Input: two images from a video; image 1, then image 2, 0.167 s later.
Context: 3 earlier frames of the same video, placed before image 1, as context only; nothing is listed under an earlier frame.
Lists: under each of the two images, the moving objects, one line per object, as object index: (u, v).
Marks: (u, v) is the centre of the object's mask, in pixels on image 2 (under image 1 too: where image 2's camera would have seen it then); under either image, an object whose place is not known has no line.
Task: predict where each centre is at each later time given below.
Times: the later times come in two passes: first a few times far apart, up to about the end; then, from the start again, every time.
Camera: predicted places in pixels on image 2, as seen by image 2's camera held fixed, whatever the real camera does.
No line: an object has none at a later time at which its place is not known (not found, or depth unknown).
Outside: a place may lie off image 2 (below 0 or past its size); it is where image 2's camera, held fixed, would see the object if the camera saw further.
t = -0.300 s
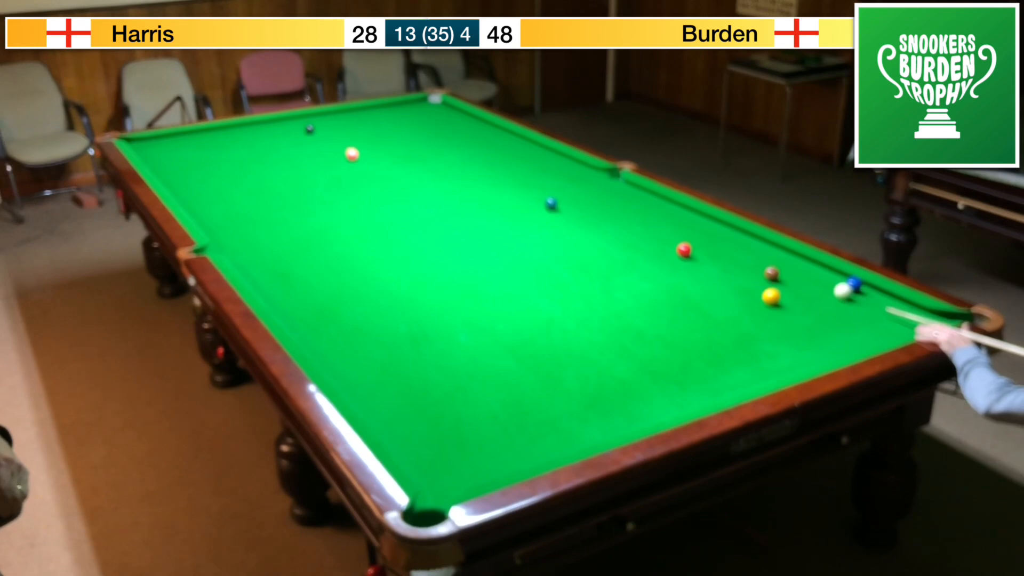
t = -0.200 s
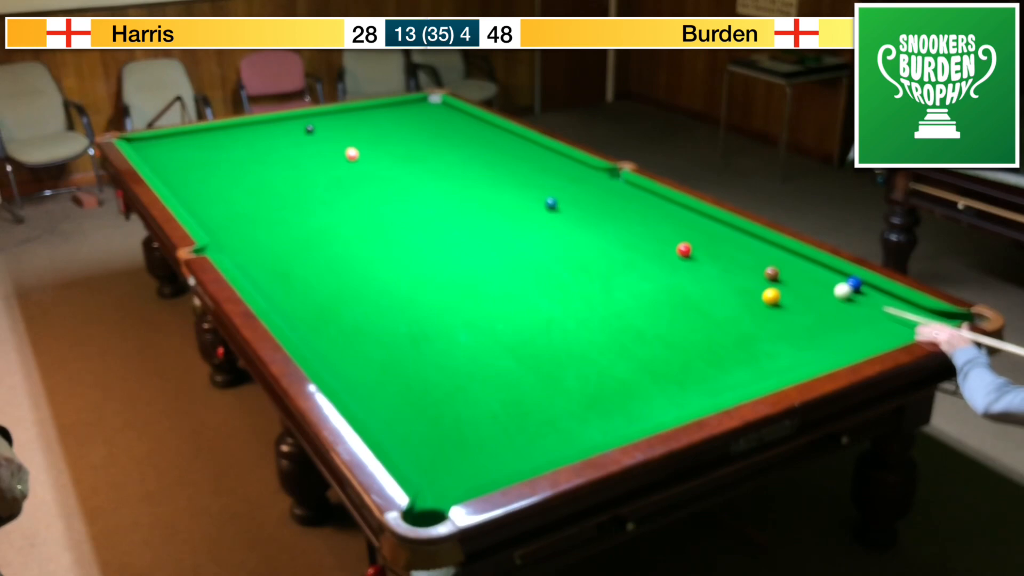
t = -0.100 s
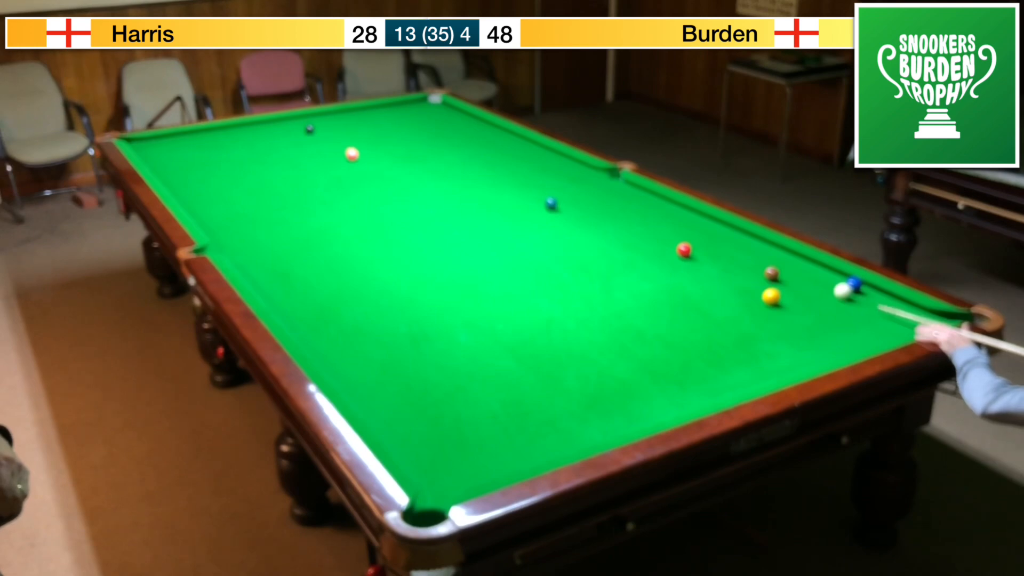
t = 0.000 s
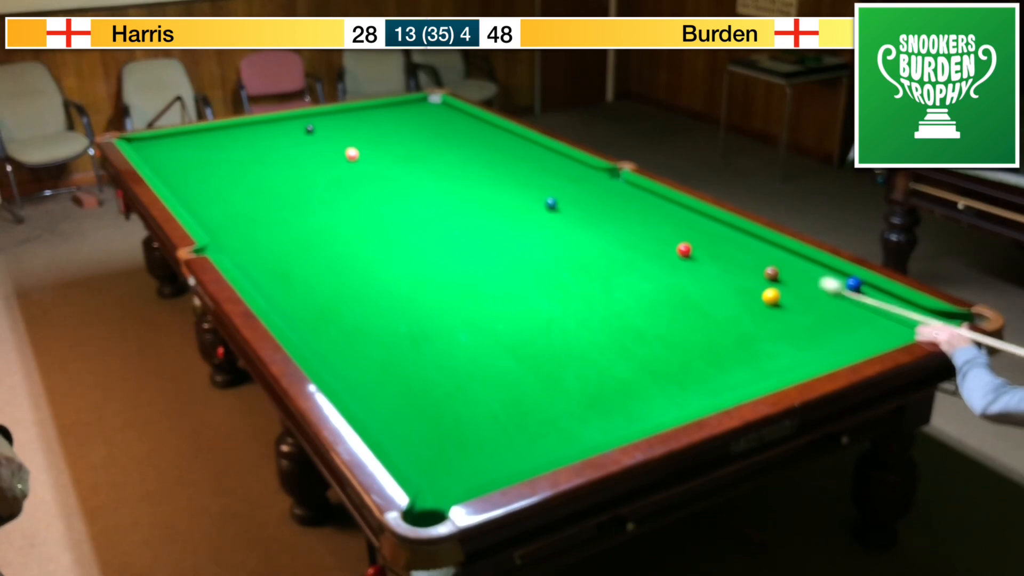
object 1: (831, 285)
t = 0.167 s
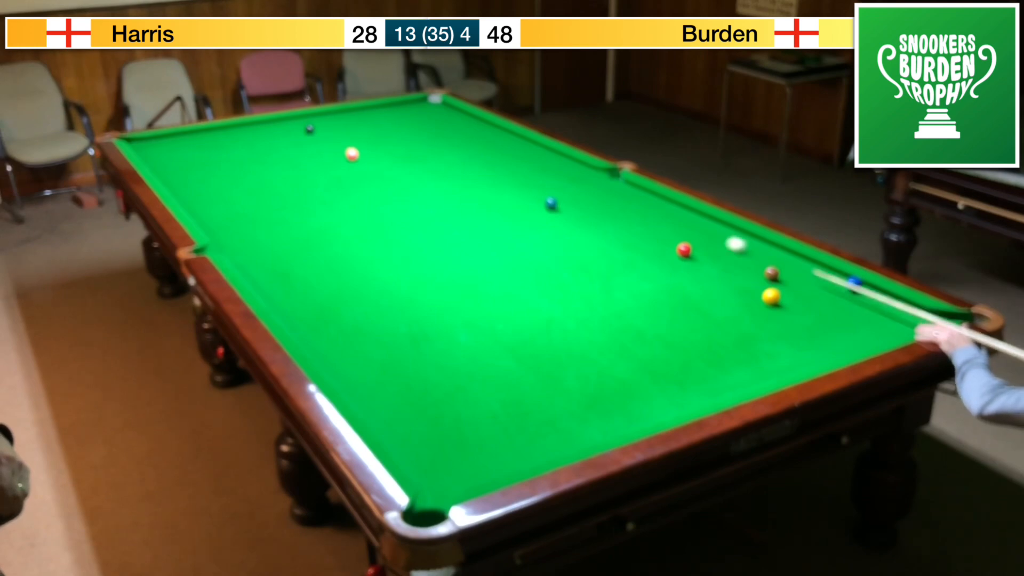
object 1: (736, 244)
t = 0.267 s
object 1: (693, 226)
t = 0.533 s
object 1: (610, 190)
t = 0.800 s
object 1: (546, 163)
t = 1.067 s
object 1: (493, 141)
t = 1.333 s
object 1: (448, 121)
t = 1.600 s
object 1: (410, 105)
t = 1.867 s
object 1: (416, 110)
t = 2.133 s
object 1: (435, 121)
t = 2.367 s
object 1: (452, 131)
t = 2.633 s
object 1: (472, 143)
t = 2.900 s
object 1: (493, 156)
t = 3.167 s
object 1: (515, 170)
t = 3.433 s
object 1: (538, 184)
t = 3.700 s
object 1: (563, 198)
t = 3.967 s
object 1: (587, 214)
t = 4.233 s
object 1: (613, 230)
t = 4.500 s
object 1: (640, 247)
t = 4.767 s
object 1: (668, 265)
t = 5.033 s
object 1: (697, 283)
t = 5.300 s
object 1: (727, 302)
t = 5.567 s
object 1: (757, 322)
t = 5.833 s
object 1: (787, 342)
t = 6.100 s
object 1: (813, 358)
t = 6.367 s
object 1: (790, 349)
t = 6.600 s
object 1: (773, 342)
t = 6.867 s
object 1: (755, 334)
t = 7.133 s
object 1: (741, 328)
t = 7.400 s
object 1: (729, 322)
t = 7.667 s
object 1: (720, 319)
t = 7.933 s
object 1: (713, 316)
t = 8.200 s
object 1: (709, 314)
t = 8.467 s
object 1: (707, 313)
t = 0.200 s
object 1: (721, 238)
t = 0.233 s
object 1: (706, 232)
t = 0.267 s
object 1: (693, 226)
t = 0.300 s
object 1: (680, 221)
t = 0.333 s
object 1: (668, 216)
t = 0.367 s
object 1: (657, 211)
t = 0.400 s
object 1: (647, 207)
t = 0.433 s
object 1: (637, 202)
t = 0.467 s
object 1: (628, 198)
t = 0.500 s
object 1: (619, 194)
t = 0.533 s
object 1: (610, 190)
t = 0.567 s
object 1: (601, 187)
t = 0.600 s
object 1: (592, 183)
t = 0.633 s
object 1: (584, 180)
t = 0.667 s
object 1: (576, 176)
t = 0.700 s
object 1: (568, 173)
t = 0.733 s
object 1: (561, 170)
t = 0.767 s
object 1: (553, 167)
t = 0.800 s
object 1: (546, 163)
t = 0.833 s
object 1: (539, 160)
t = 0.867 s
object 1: (532, 157)
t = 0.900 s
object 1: (525, 155)
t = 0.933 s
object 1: (518, 152)
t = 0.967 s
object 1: (512, 149)
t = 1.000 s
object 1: (505, 146)
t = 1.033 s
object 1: (499, 143)
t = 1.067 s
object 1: (493, 141)
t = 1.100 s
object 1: (487, 138)
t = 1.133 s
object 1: (481, 136)
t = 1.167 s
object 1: (475, 133)
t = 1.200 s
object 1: (470, 131)
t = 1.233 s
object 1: (464, 128)
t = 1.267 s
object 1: (459, 126)
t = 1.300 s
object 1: (453, 124)
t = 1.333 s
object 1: (448, 121)
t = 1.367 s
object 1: (443, 119)
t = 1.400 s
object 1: (438, 117)
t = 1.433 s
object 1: (433, 115)
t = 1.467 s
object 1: (428, 113)
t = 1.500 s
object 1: (423, 111)
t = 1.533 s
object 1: (419, 109)
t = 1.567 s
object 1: (414, 107)
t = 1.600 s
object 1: (410, 105)
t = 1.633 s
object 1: (405, 103)
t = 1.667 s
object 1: (401, 101)
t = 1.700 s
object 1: (403, 102)
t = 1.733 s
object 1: (406, 104)
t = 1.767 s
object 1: (409, 105)
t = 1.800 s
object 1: (411, 107)
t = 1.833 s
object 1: (414, 108)
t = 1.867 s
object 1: (416, 110)
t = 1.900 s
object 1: (418, 111)
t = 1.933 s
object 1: (421, 113)
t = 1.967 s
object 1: (423, 114)
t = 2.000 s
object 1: (425, 115)
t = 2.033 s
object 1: (428, 117)
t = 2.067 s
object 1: (430, 118)
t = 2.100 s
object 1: (433, 119)
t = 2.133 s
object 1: (435, 121)
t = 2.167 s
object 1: (437, 122)
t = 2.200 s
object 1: (440, 124)
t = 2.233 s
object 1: (442, 125)
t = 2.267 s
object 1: (444, 127)
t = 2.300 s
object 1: (447, 128)
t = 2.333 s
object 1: (449, 130)
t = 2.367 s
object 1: (452, 131)
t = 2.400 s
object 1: (455, 133)
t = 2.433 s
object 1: (457, 134)
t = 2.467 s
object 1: (459, 136)
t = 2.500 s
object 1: (462, 137)
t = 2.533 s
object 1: (464, 139)
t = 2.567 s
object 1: (467, 140)
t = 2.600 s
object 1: (470, 142)
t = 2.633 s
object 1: (472, 143)
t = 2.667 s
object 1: (475, 145)
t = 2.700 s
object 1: (477, 147)
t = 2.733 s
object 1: (480, 148)
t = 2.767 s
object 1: (483, 150)
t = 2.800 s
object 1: (485, 151)
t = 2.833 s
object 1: (488, 153)
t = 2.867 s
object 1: (491, 155)
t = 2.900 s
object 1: (493, 156)
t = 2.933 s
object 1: (496, 158)
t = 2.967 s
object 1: (499, 160)
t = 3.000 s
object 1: (502, 161)
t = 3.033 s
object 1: (504, 163)
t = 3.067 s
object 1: (507, 165)
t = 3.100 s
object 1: (510, 166)
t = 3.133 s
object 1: (513, 168)
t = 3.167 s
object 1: (515, 170)
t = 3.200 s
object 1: (518, 172)
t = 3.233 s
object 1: (521, 173)
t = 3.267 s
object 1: (524, 175)
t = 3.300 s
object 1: (527, 177)
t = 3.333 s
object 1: (530, 179)
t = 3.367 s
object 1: (533, 180)
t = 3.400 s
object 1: (536, 182)
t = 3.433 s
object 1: (538, 184)
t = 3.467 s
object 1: (541, 186)
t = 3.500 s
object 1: (544, 187)
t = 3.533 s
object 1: (547, 189)
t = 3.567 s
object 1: (550, 191)
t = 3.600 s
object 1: (553, 193)
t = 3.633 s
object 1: (556, 194)
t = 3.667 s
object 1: (559, 196)
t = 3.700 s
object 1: (563, 198)
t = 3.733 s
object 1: (565, 200)
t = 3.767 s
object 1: (569, 202)
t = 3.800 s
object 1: (572, 204)
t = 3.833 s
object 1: (575, 206)
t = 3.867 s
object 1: (578, 208)
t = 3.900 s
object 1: (581, 210)
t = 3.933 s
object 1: (584, 212)
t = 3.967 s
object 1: (587, 214)
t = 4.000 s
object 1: (591, 216)
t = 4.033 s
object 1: (594, 218)
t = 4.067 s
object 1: (597, 220)
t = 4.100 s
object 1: (600, 222)
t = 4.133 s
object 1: (603, 224)
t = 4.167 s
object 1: (607, 226)
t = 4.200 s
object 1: (610, 228)
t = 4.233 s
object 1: (613, 230)
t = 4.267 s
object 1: (617, 232)
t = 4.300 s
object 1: (620, 234)
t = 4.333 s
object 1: (623, 237)
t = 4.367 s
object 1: (627, 239)
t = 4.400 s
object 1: (630, 241)
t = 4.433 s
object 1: (633, 243)
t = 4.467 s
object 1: (637, 245)
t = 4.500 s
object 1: (640, 247)
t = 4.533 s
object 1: (643, 249)
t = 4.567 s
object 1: (647, 251)
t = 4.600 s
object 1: (650, 253)
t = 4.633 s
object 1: (654, 256)
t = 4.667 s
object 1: (657, 258)
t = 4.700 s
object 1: (661, 260)
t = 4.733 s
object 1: (664, 262)
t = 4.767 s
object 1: (668, 265)
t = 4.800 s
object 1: (671, 267)
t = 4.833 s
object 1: (675, 269)
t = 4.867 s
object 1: (679, 271)
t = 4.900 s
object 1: (682, 273)
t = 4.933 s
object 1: (686, 276)
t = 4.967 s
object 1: (689, 278)
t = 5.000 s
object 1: (693, 281)
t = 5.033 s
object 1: (697, 283)
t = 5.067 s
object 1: (700, 285)
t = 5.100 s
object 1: (704, 288)
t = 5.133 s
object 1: (708, 290)
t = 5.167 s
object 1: (712, 292)
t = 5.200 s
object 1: (715, 295)
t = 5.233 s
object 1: (719, 297)
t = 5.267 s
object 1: (723, 300)
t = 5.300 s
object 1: (727, 302)
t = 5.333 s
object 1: (730, 305)
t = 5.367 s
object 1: (734, 307)
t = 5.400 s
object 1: (738, 310)
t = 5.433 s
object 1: (741, 312)
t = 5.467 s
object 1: (745, 314)
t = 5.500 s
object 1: (749, 317)
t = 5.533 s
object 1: (753, 319)
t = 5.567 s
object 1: (757, 322)
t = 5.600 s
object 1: (761, 324)
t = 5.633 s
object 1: (764, 327)
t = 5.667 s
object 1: (768, 329)
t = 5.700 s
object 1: (772, 332)
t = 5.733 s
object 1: (776, 334)
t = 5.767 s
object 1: (780, 337)
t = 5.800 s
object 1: (783, 339)
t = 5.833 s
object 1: (787, 342)
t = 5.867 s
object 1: (792, 345)
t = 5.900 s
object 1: (795, 347)
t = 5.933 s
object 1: (799, 350)
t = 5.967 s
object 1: (803, 352)
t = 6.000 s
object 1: (807, 354)
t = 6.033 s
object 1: (810, 356)
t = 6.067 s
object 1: (814, 358)
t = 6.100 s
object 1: (813, 358)
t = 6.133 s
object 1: (810, 357)
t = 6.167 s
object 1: (807, 356)
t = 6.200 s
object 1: (804, 355)
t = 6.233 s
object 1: (801, 354)
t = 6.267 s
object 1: (798, 353)
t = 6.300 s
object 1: (796, 352)
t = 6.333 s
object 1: (793, 351)
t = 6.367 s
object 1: (790, 349)
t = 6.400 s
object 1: (788, 348)
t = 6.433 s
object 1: (785, 347)
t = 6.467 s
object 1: (782, 346)
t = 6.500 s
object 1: (780, 345)
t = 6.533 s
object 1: (778, 344)
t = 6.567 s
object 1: (775, 343)
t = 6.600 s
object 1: (773, 342)
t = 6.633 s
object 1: (770, 341)
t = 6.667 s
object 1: (768, 340)
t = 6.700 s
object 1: (766, 339)
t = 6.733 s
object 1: (764, 338)
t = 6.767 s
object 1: (762, 337)
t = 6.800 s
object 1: (760, 336)
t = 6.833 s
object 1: (757, 335)
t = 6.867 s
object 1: (755, 334)
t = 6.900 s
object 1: (753, 333)
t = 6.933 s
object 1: (751, 332)
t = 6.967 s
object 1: (750, 331)
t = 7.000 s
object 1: (748, 331)
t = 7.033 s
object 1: (746, 330)
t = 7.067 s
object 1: (744, 329)
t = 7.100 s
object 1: (743, 328)
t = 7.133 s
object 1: (741, 328)
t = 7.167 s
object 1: (739, 327)
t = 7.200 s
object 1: (738, 326)
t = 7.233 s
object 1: (736, 326)
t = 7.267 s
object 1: (735, 325)
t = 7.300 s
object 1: (733, 324)
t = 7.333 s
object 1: (732, 324)
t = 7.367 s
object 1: (730, 323)
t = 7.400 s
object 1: (729, 322)
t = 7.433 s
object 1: (728, 322)
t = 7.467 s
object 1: (727, 321)
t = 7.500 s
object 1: (725, 321)
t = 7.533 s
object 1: (724, 320)
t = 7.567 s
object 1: (723, 320)
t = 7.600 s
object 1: (722, 320)
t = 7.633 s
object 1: (721, 319)
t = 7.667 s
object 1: (720, 319)
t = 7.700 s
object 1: (719, 319)
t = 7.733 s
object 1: (718, 318)
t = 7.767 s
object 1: (717, 318)
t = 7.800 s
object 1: (716, 318)
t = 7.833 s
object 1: (715, 317)
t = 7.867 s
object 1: (714, 316)
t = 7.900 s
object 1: (714, 316)
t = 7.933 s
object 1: (713, 316)
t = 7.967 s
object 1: (713, 316)
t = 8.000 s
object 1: (712, 315)
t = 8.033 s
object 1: (711, 315)
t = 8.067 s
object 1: (711, 314)
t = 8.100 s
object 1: (710, 314)
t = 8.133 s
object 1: (710, 314)
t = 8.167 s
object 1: (709, 314)
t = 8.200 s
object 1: (709, 314)
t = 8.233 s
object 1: (708, 314)
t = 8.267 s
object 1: (708, 314)
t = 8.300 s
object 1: (708, 313)
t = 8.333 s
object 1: (708, 313)
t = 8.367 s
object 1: (708, 313)
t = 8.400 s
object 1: (707, 313)
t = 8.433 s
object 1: (707, 313)
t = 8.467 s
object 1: (707, 313)
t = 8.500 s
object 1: (707, 313)
